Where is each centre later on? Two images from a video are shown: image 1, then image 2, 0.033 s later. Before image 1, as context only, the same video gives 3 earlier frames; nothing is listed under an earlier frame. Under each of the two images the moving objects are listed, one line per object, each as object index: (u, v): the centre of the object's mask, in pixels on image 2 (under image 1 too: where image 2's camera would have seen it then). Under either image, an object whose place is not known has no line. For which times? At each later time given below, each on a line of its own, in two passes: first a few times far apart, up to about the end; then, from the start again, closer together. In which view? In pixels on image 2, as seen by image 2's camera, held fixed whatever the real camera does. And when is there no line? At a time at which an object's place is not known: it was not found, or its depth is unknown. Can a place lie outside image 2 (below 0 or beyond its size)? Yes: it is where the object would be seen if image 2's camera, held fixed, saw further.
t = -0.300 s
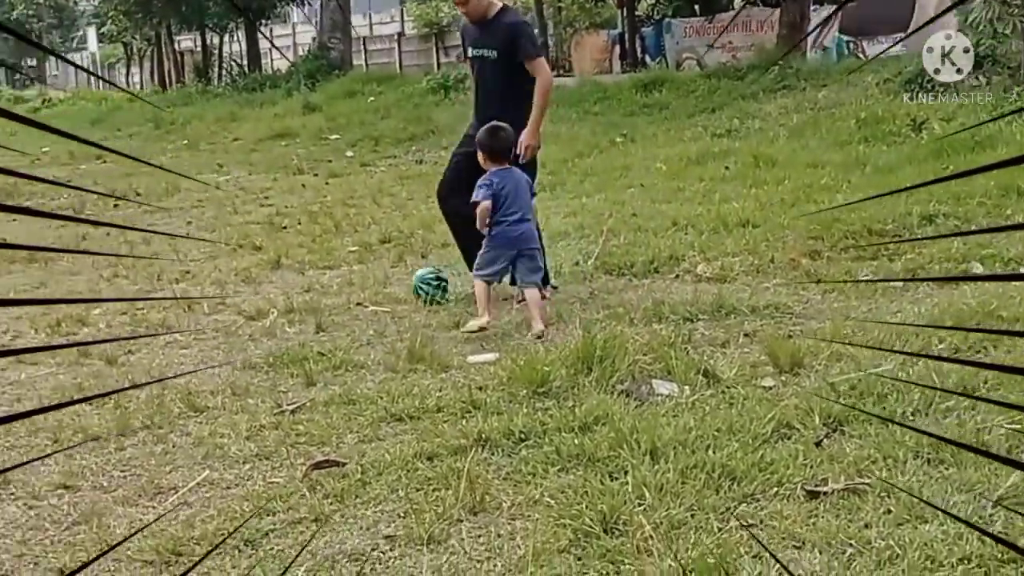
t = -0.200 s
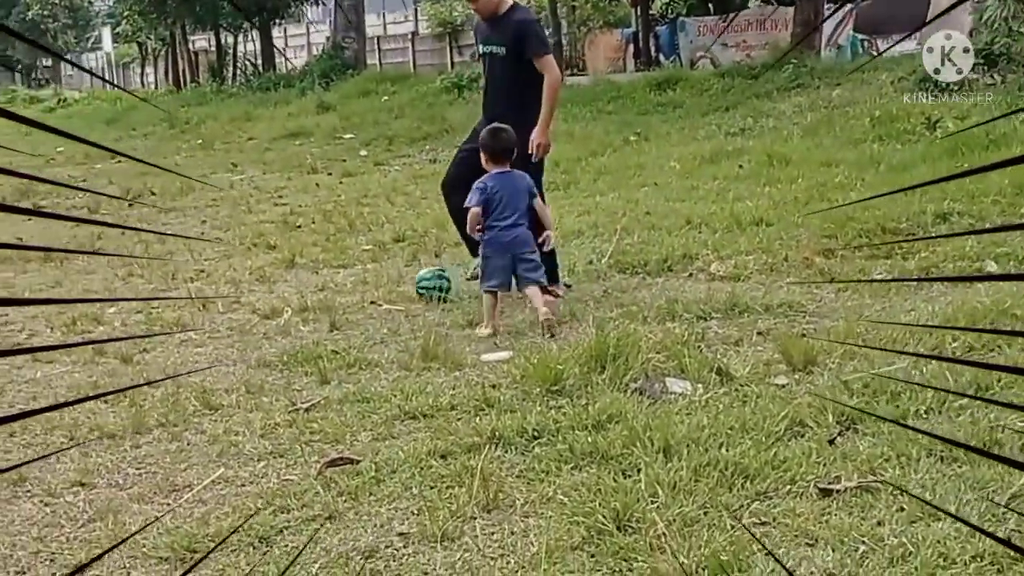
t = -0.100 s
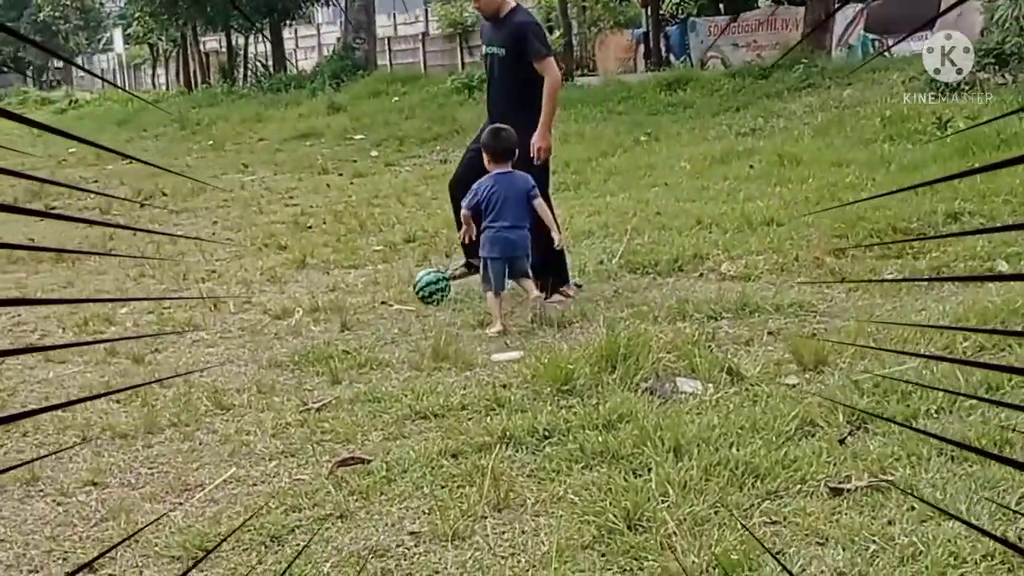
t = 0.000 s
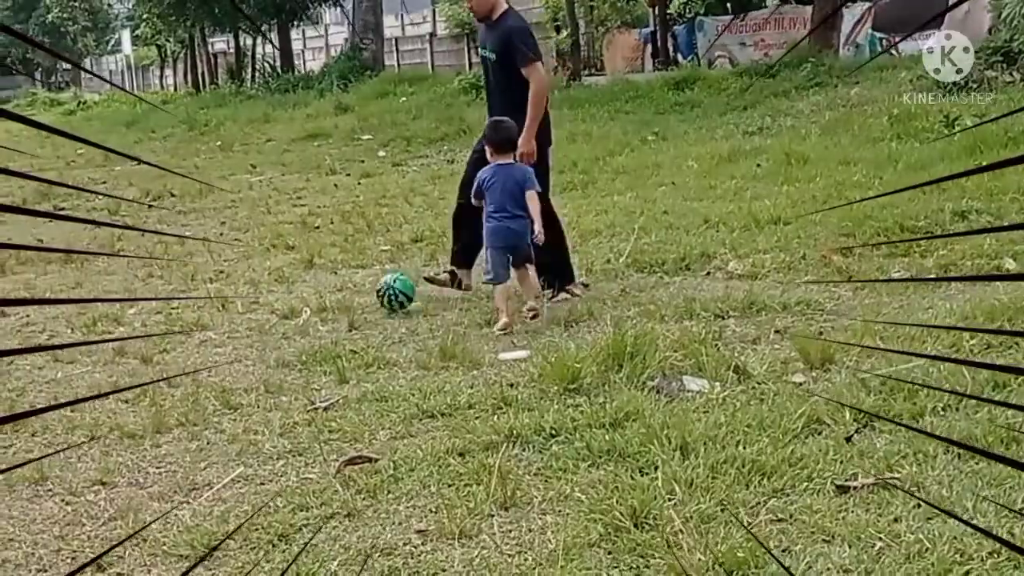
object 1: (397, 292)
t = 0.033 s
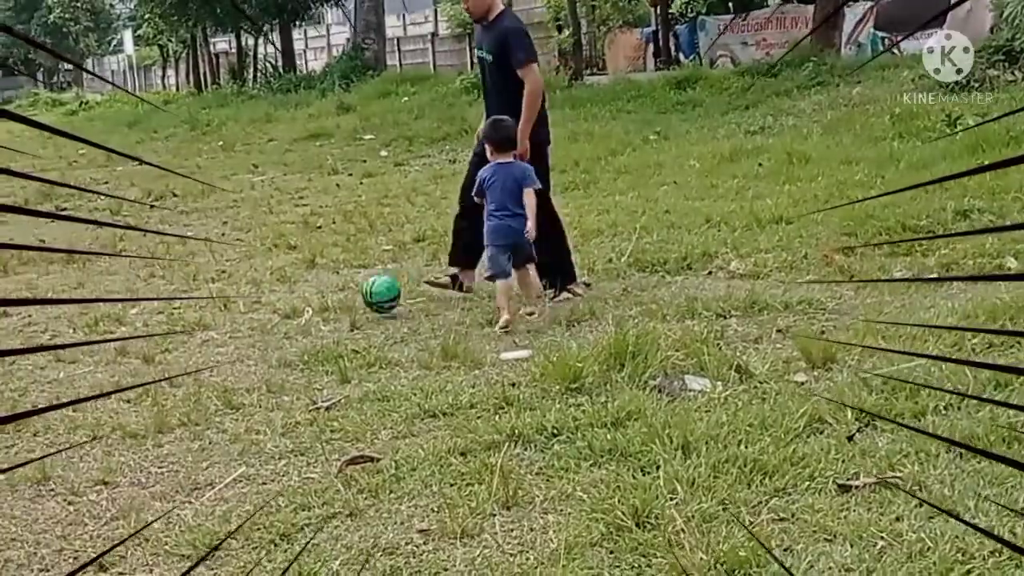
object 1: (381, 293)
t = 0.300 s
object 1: (263, 330)
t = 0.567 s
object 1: (150, 356)
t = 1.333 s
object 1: (-130, 435)
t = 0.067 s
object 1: (366, 298)
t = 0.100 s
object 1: (352, 303)
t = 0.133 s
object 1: (338, 309)
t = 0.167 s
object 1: (322, 314)
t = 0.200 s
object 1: (307, 321)
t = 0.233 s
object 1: (292, 324)
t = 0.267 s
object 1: (277, 327)
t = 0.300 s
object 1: (263, 330)
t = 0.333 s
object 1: (248, 335)
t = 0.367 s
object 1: (234, 340)
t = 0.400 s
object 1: (219, 347)
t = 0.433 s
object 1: (203, 349)
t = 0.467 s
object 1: (188, 348)
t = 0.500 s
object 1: (175, 349)
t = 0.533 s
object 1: (162, 352)
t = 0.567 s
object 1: (150, 356)
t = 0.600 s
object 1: (137, 363)
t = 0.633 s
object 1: (123, 370)
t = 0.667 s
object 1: (109, 374)
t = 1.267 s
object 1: (-108, 435)
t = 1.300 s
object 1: (-118, 434)
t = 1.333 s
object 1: (-130, 435)
